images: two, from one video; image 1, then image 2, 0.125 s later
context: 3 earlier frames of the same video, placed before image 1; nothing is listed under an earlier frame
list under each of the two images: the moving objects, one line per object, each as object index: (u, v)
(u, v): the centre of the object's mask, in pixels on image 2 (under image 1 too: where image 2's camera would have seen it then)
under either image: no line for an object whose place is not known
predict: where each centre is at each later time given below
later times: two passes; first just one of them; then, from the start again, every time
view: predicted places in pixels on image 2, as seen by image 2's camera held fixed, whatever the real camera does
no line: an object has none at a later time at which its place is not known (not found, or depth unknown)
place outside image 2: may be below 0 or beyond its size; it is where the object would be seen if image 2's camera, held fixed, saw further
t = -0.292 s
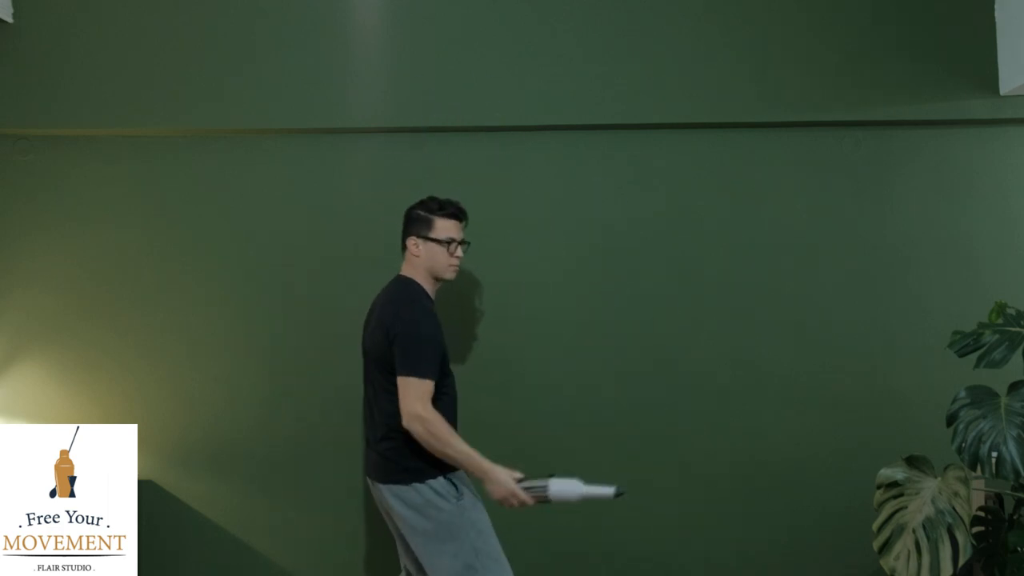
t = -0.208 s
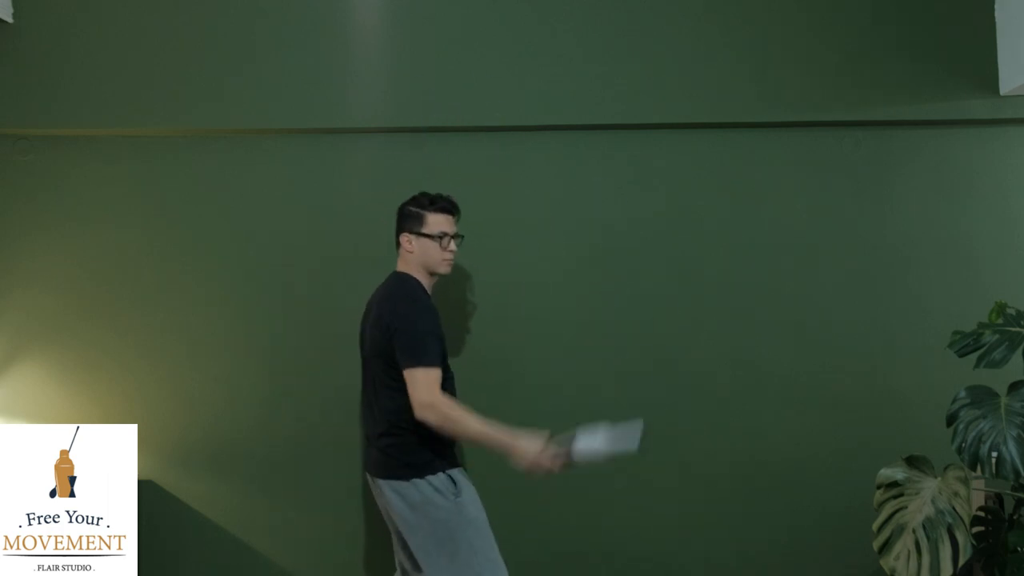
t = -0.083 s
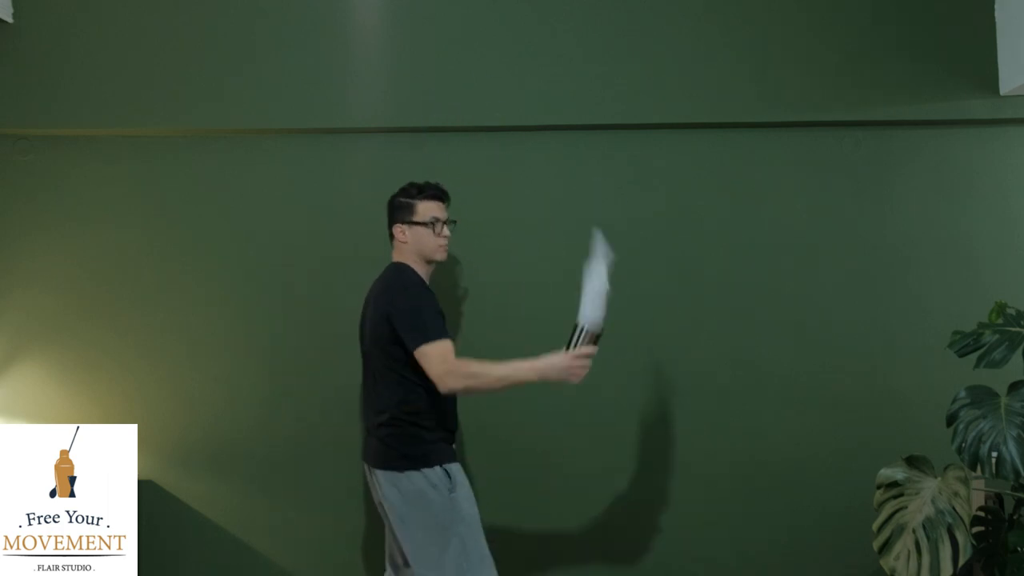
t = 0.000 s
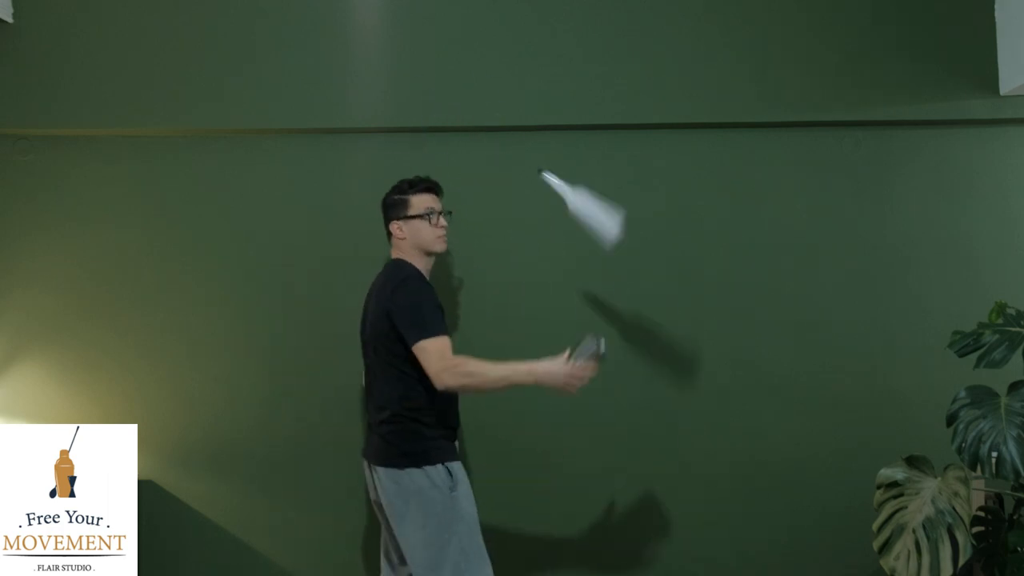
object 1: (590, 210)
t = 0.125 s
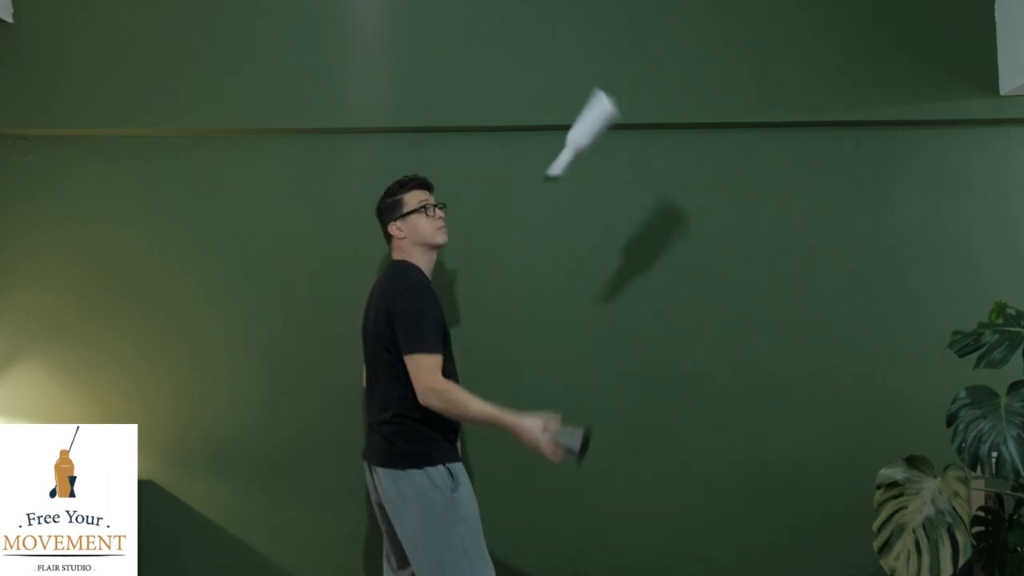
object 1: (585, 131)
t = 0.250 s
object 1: (594, 94)
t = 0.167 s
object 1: (586, 117)
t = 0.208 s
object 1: (591, 106)
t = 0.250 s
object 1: (594, 94)
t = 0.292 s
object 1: (593, 86)
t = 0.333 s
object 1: (590, 86)
